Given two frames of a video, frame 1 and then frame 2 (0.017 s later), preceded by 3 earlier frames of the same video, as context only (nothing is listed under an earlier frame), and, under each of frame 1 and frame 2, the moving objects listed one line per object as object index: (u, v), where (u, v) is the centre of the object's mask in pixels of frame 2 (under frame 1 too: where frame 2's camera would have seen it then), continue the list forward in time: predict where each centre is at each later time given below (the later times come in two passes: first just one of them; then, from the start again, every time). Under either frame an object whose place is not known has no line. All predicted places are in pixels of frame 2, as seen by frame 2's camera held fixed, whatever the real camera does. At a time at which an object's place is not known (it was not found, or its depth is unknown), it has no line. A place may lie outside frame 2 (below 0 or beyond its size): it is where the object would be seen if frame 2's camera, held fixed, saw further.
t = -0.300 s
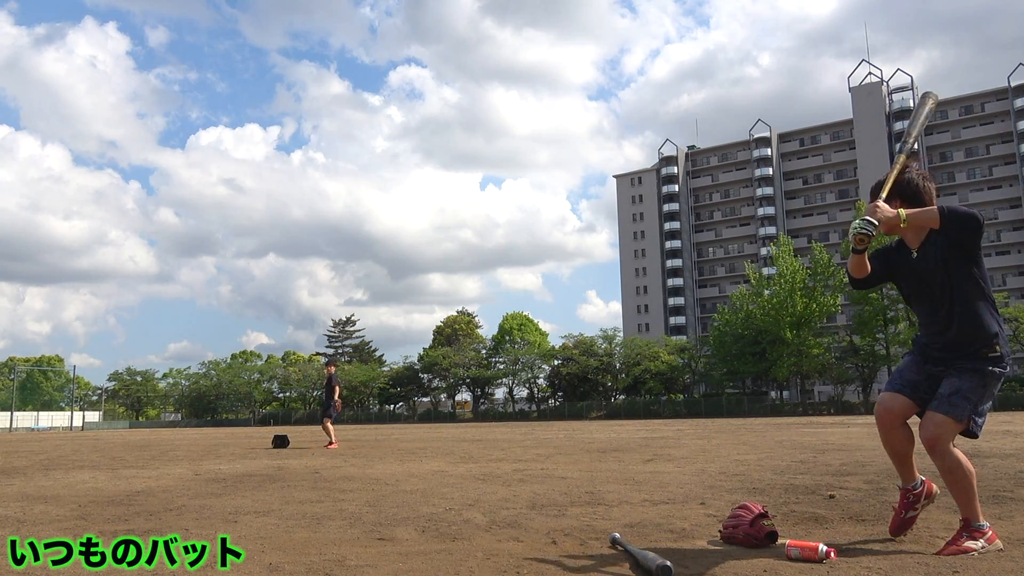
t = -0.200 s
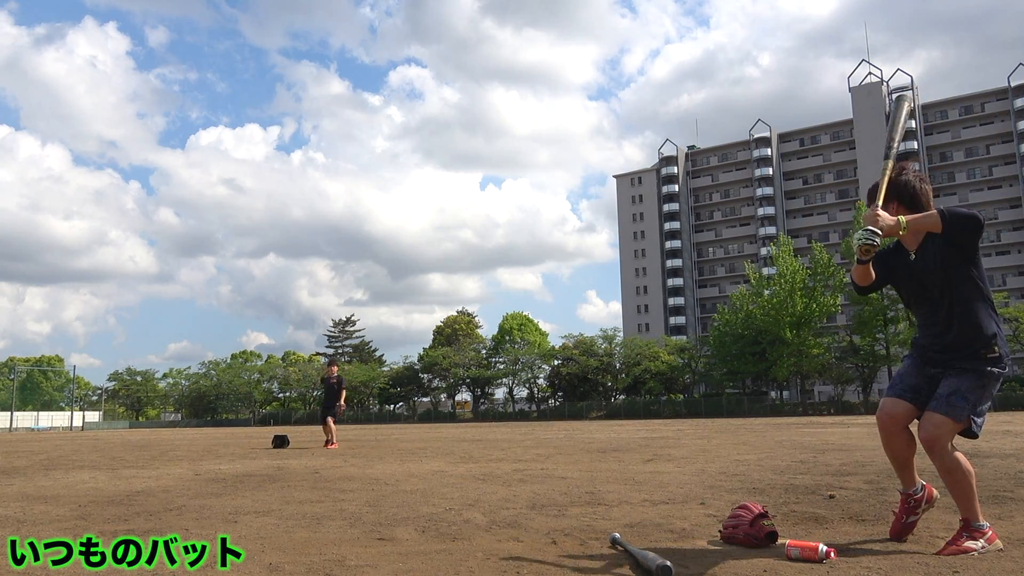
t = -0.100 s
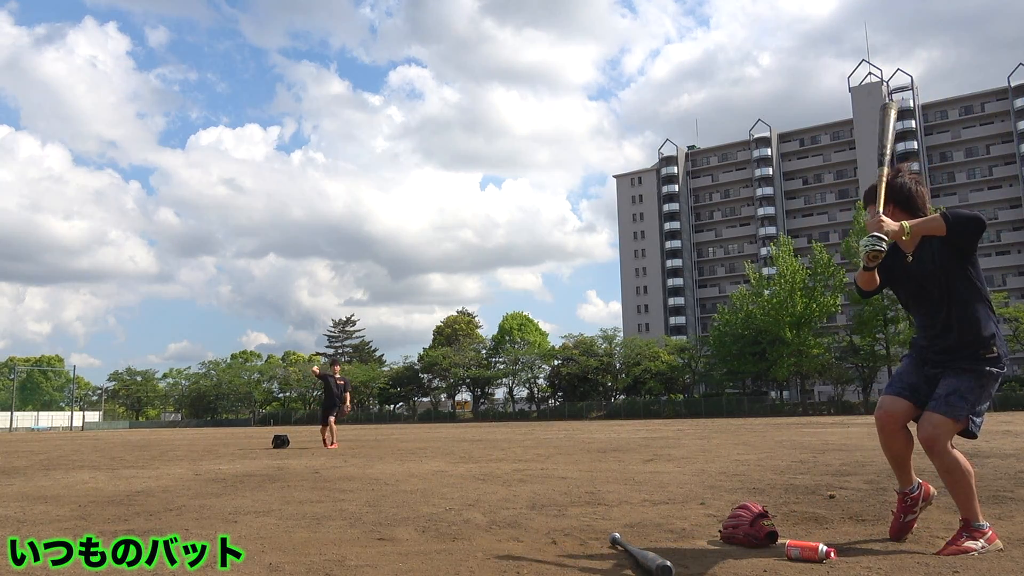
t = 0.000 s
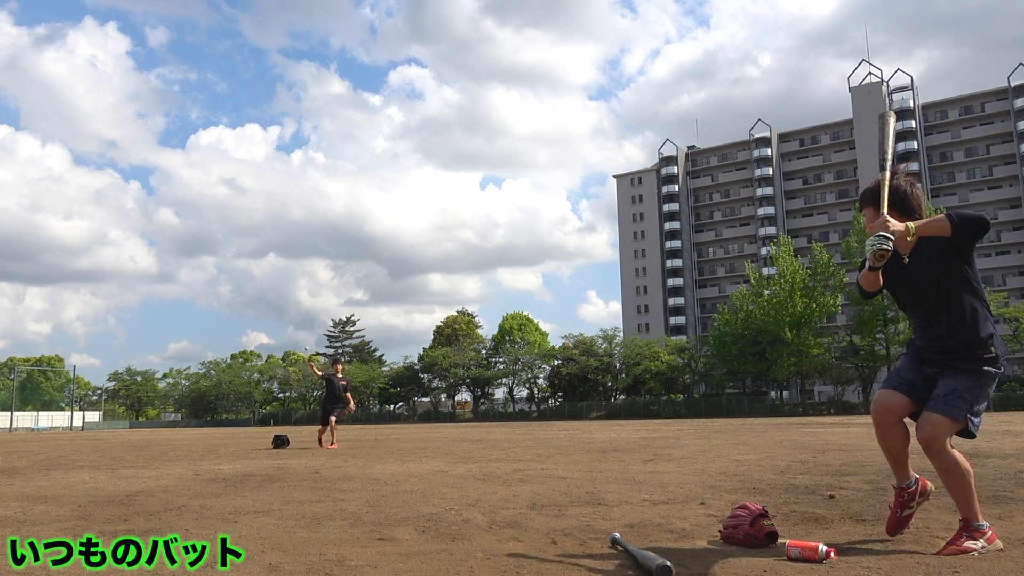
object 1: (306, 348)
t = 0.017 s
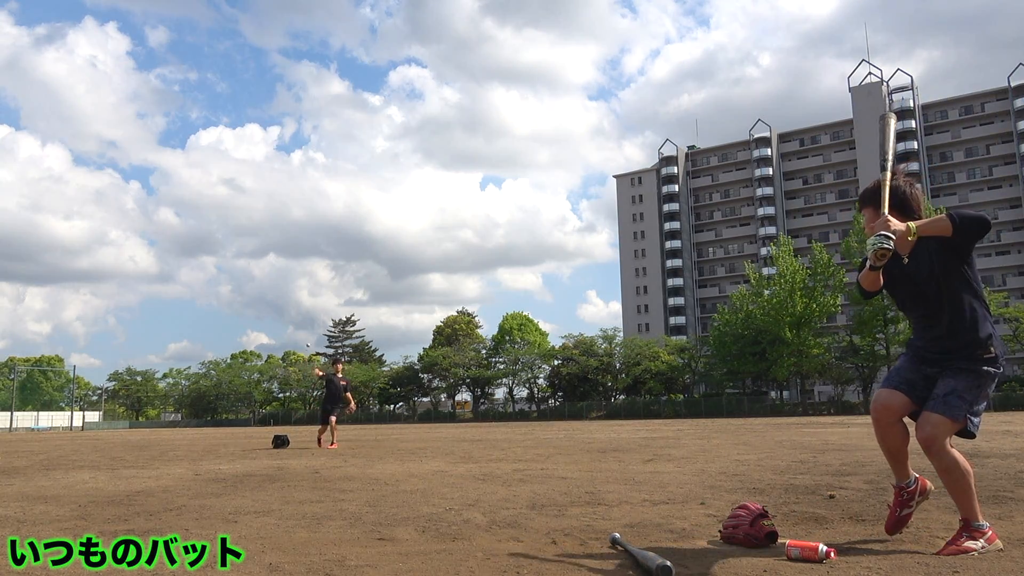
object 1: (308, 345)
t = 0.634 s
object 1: (463, 293)
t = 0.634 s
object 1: (463, 293)
